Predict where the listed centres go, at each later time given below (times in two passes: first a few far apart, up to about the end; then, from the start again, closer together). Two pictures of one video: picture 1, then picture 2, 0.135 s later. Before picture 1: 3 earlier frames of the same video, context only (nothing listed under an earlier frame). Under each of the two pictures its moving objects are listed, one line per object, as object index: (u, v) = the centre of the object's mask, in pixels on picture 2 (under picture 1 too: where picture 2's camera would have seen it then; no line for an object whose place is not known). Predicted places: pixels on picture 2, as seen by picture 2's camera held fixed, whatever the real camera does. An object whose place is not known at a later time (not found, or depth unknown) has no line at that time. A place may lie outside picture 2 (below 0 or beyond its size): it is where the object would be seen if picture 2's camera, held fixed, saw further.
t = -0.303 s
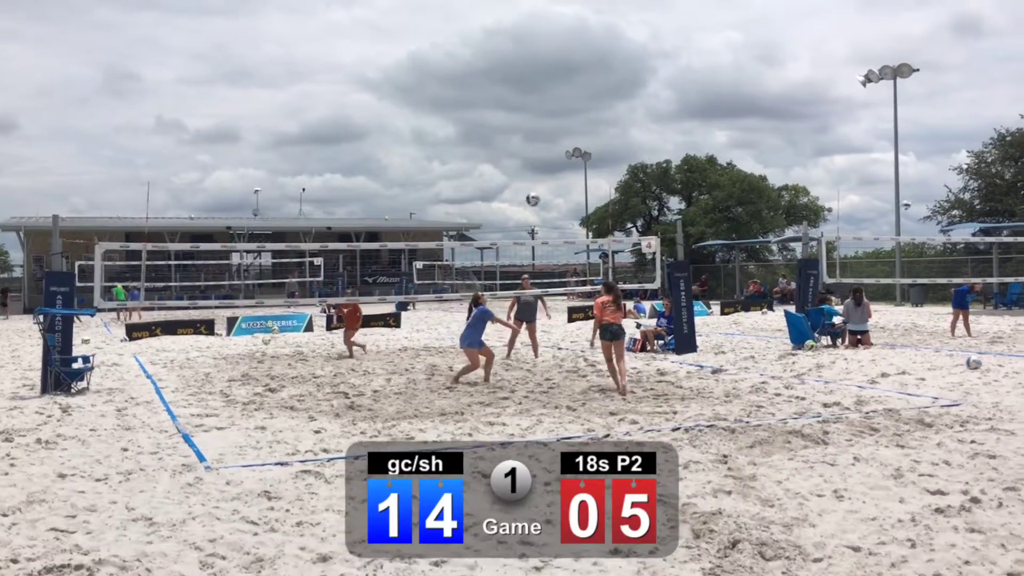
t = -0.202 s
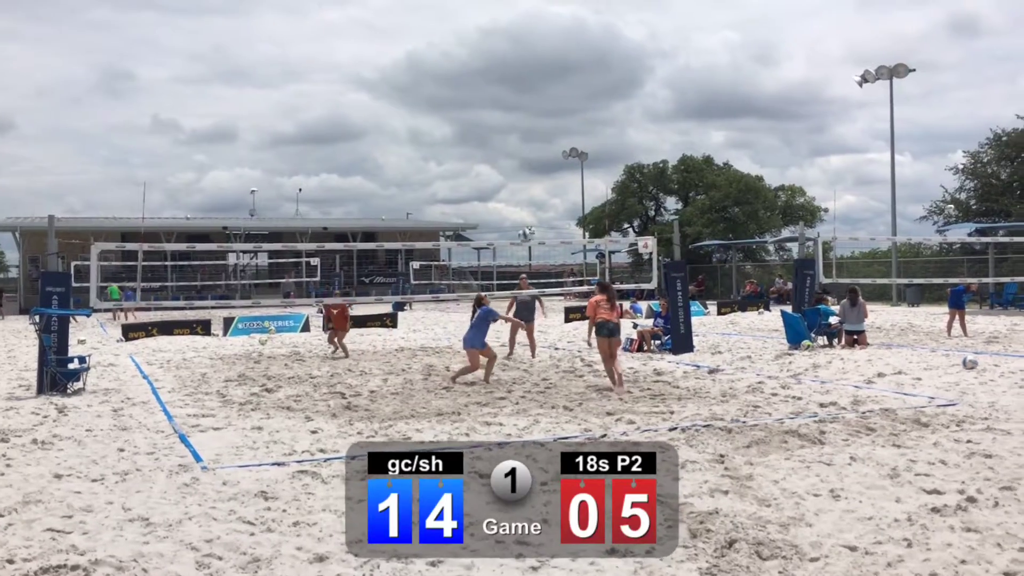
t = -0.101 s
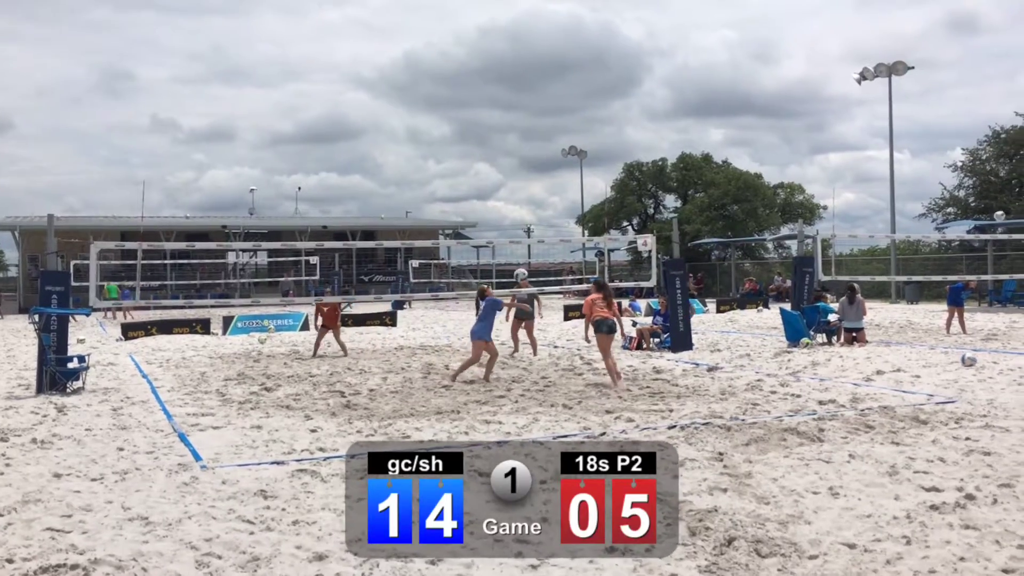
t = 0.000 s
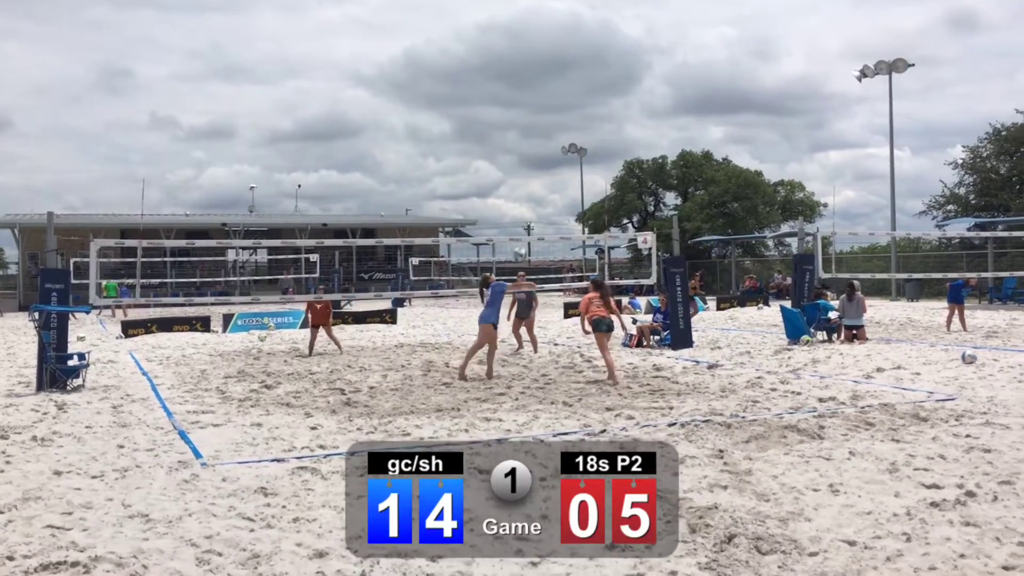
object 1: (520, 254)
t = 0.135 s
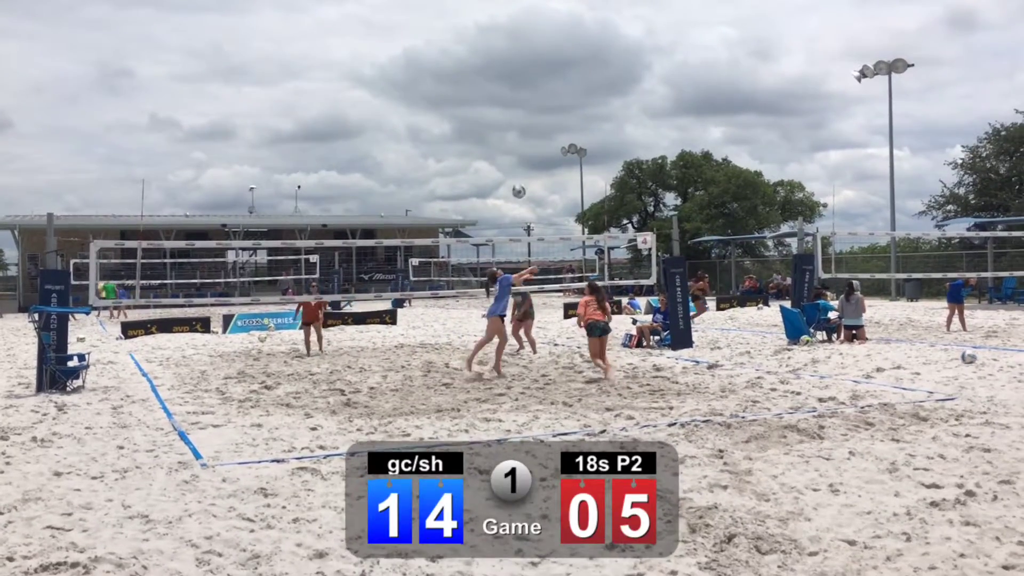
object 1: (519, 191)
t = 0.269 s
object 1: (518, 142)
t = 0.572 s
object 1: (516, 76)
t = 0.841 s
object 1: (514, 68)
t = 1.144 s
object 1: (512, 110)
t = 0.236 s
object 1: (518, 153)
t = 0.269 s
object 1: (518, 142)
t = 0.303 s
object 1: (518, 131)
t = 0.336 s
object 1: (518, 122)
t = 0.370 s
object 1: (518, 113)
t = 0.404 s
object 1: (517, 105)
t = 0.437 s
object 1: (517, 98)
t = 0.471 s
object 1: (517, 92)
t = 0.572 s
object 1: (516, 76)
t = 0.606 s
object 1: (515, 73)
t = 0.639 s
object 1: (515, 70)
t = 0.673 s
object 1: (515, 68)
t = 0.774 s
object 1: (514, 66)
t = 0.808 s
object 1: (514, 67)
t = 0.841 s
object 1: (514, 68)
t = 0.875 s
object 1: (513, 70)
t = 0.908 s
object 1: (514, 72)
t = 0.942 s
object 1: (513, 76)
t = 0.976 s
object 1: (513, 80)
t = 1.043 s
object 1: (513, 90)
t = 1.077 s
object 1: (512, 96)
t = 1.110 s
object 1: (512, 103)
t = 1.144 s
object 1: (512, 110)
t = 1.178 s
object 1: (512, 118)
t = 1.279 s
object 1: (513, 145)
